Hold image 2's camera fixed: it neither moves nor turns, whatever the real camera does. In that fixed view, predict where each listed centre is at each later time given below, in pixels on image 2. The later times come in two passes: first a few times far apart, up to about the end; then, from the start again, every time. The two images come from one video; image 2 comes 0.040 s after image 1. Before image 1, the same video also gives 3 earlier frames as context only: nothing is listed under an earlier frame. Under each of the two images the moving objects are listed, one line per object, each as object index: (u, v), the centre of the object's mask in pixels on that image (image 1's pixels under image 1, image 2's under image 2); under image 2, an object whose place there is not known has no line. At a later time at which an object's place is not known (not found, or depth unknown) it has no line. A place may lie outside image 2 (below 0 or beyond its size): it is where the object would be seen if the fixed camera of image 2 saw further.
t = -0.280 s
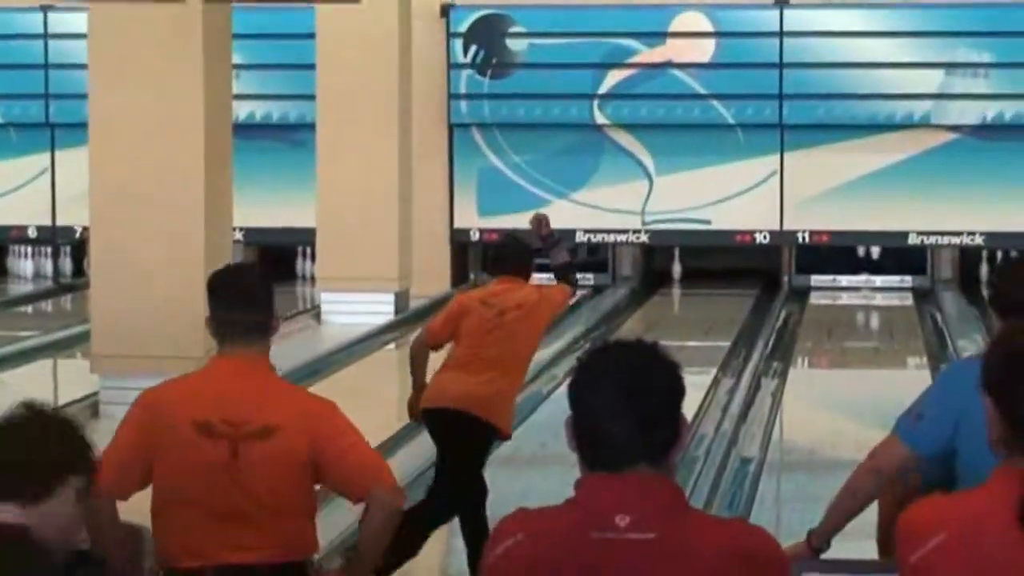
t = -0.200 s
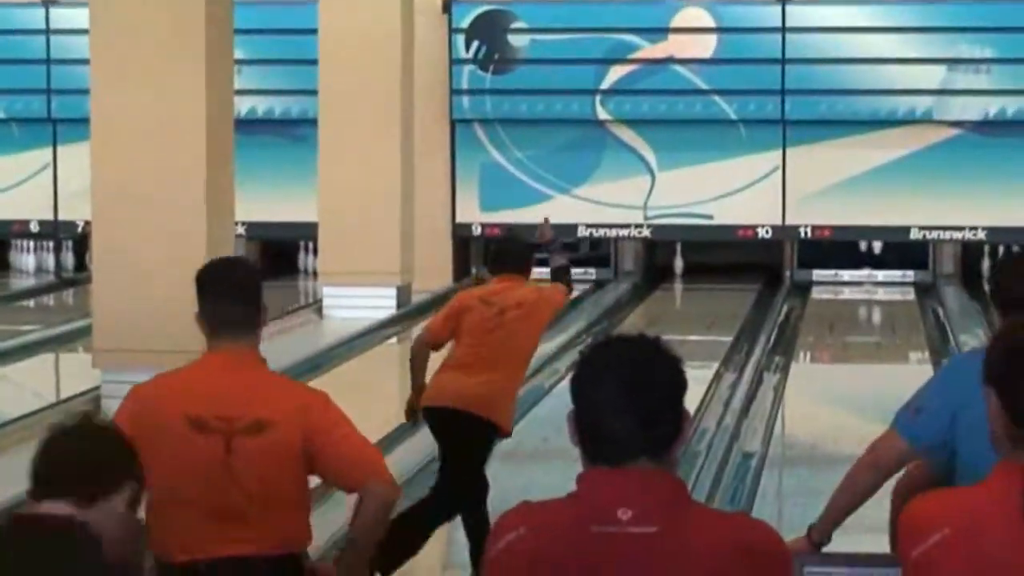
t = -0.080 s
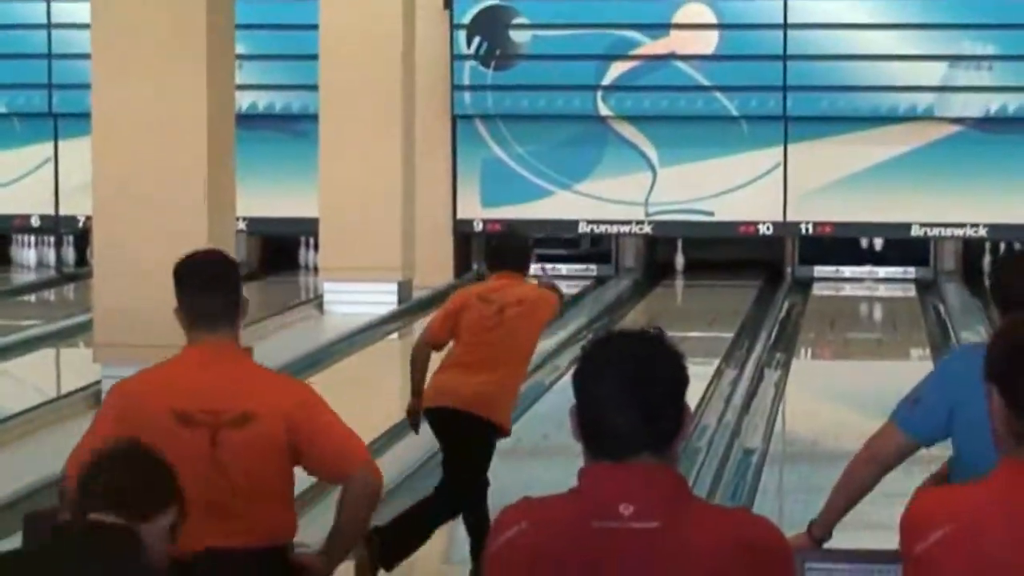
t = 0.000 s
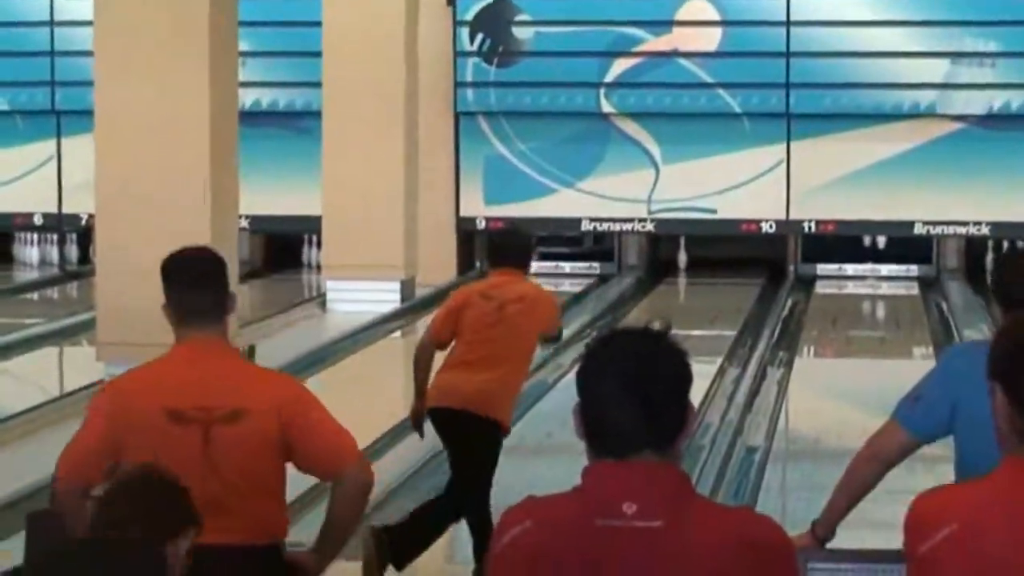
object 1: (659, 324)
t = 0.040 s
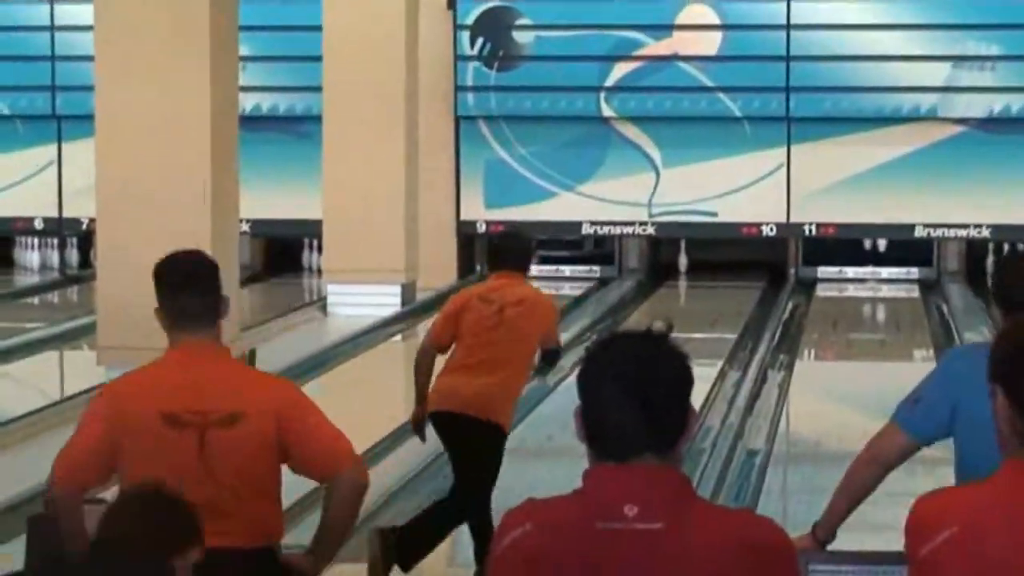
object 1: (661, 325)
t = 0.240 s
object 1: (668, 310)
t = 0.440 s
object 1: (676, 300)
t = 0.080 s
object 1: (663, 323)
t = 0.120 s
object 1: (663, 321)
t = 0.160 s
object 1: (665, 315)
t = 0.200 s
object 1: (667, 315)
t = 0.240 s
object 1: (668, 310)
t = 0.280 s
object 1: (669, 308)
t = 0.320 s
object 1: (670, 306)
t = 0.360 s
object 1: (671, 303)
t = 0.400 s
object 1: (673, 303)
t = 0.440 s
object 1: (676, 300)
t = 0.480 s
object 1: (678, 296)
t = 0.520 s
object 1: (676, 293)
